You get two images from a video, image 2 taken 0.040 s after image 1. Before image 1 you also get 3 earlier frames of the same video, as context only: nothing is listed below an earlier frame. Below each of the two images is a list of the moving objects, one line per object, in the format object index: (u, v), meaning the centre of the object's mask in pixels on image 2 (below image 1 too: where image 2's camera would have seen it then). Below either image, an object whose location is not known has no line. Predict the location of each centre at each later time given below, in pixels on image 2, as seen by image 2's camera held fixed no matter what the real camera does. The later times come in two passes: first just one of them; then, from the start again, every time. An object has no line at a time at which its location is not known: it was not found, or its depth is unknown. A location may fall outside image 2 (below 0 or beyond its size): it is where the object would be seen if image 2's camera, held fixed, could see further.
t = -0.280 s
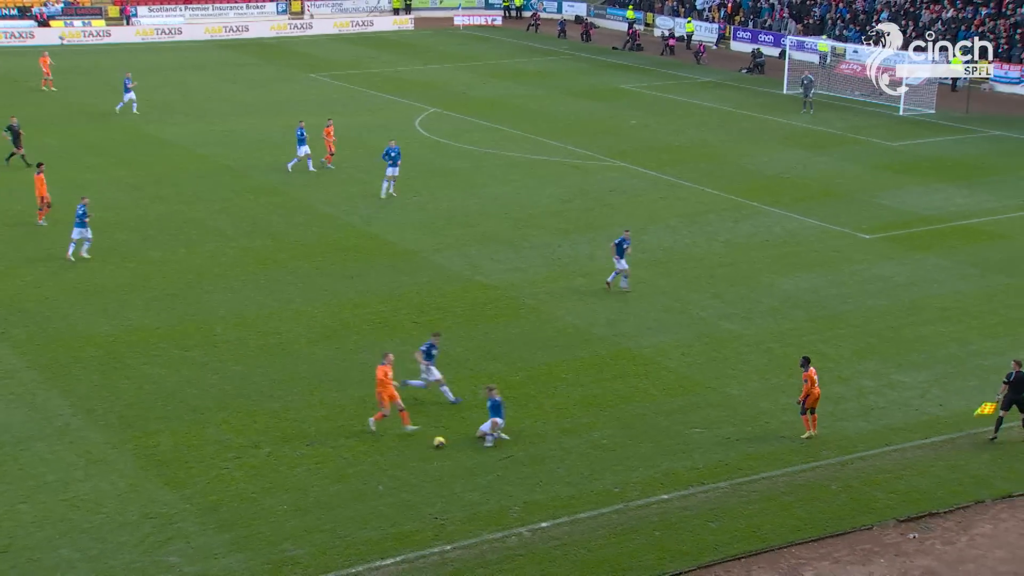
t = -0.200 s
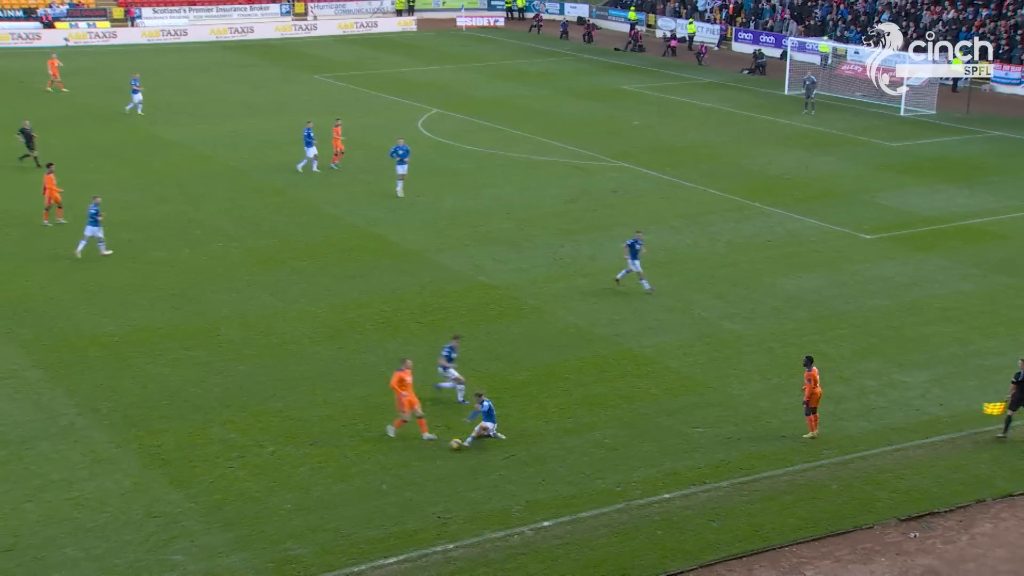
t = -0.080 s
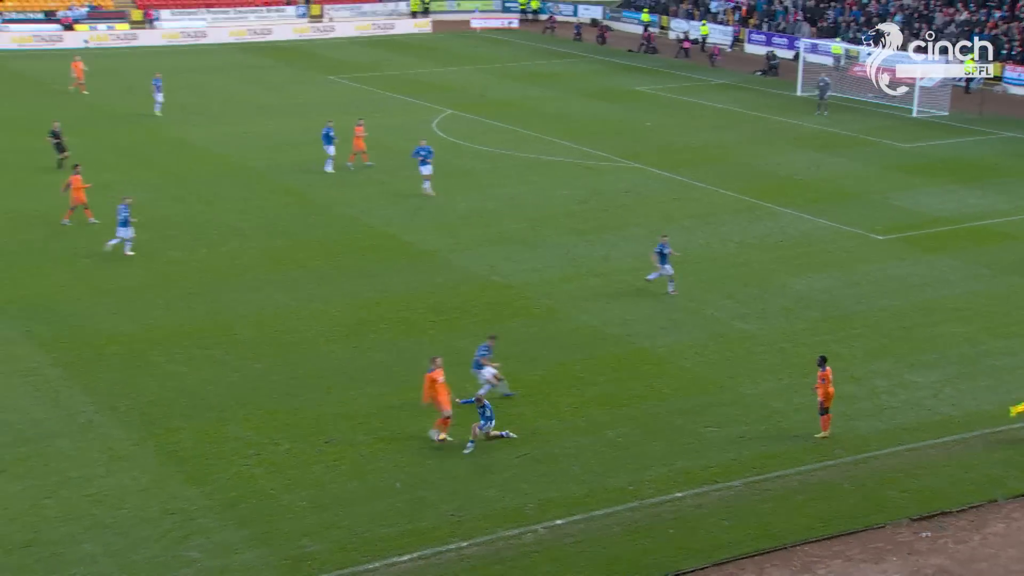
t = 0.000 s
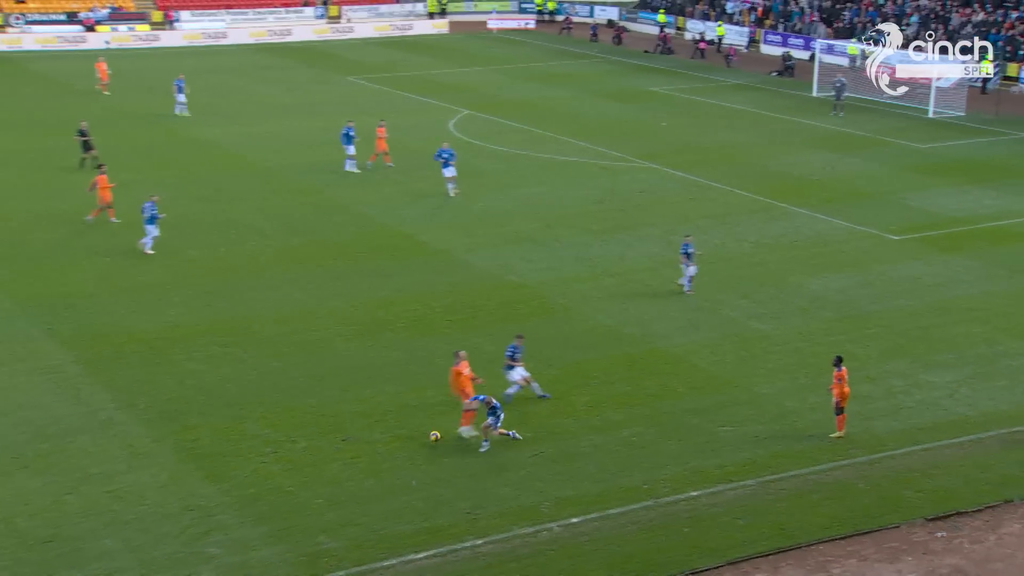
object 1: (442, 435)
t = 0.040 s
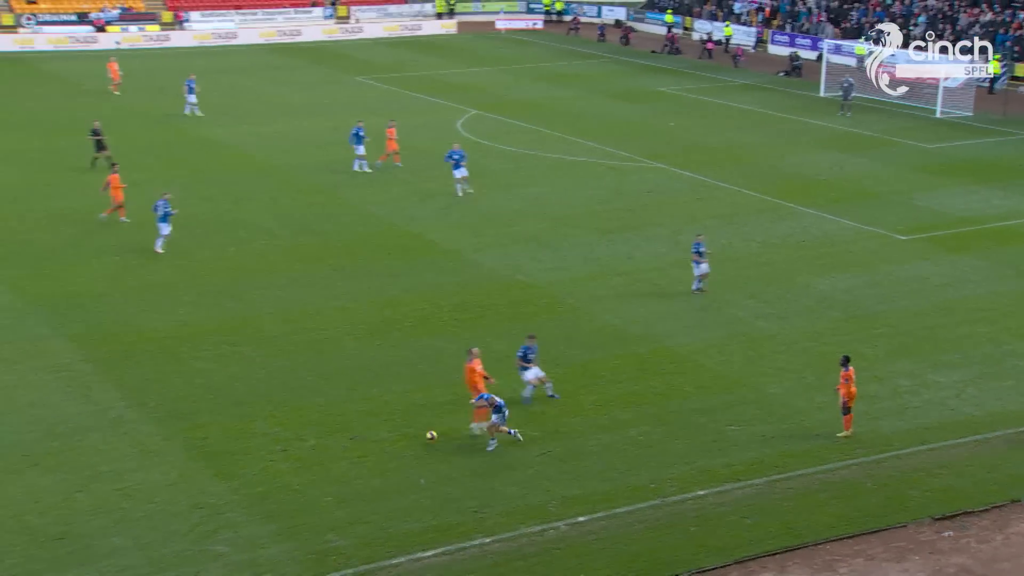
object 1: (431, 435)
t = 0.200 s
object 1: (390, 438)
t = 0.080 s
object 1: (420, 438)
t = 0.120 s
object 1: (409, 439)
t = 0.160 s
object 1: (399, 439)
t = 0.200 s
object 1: (390, 438)
